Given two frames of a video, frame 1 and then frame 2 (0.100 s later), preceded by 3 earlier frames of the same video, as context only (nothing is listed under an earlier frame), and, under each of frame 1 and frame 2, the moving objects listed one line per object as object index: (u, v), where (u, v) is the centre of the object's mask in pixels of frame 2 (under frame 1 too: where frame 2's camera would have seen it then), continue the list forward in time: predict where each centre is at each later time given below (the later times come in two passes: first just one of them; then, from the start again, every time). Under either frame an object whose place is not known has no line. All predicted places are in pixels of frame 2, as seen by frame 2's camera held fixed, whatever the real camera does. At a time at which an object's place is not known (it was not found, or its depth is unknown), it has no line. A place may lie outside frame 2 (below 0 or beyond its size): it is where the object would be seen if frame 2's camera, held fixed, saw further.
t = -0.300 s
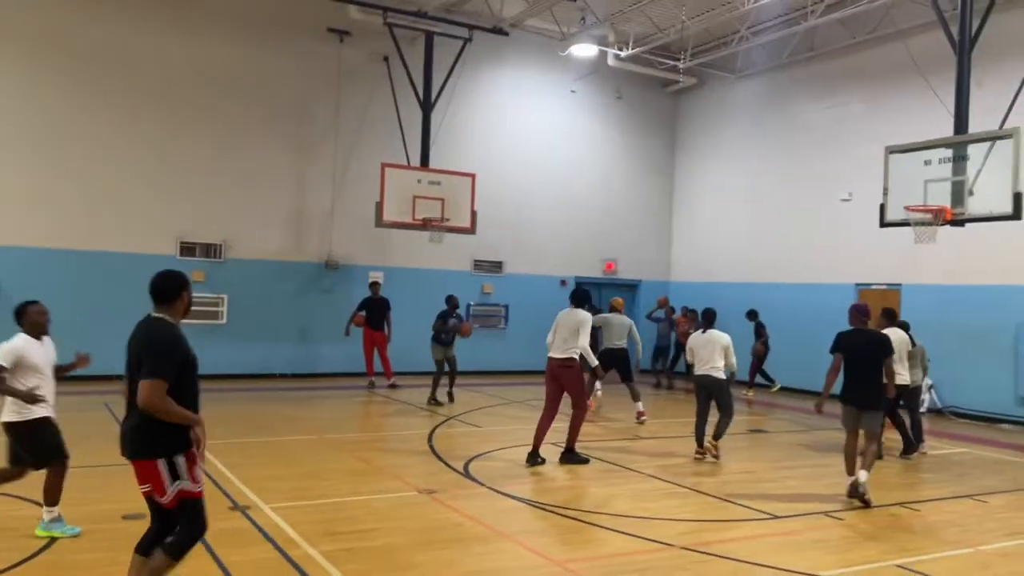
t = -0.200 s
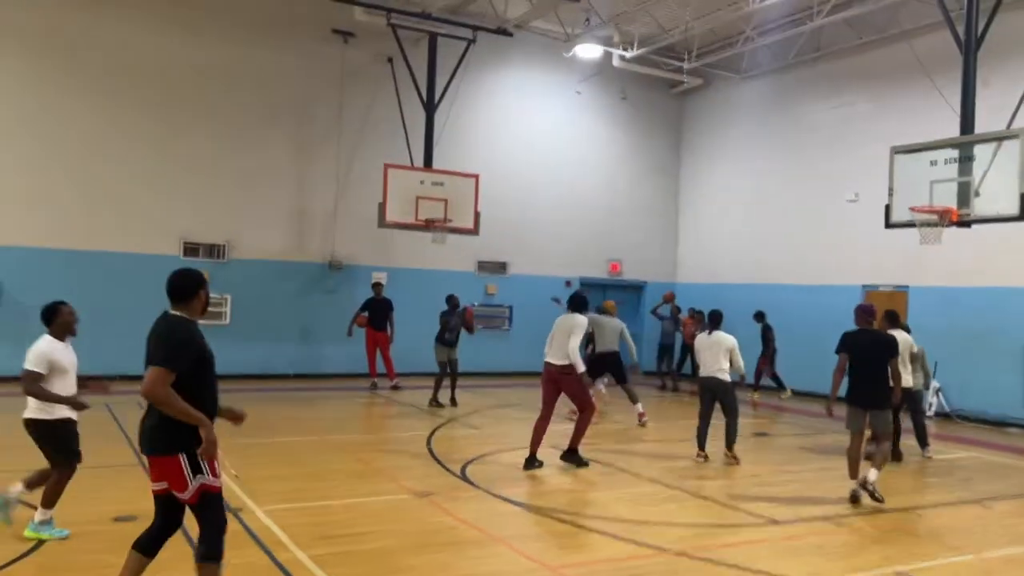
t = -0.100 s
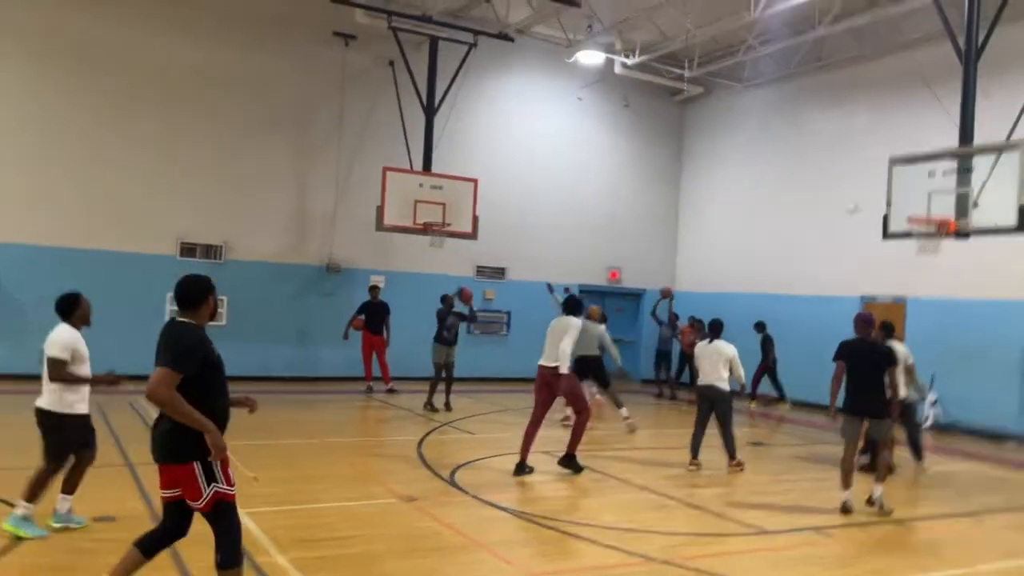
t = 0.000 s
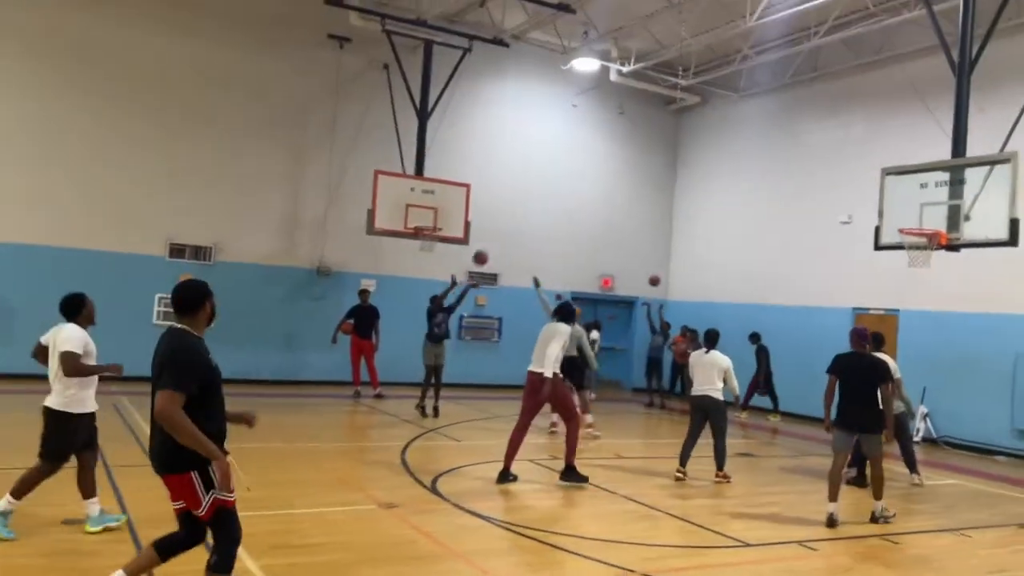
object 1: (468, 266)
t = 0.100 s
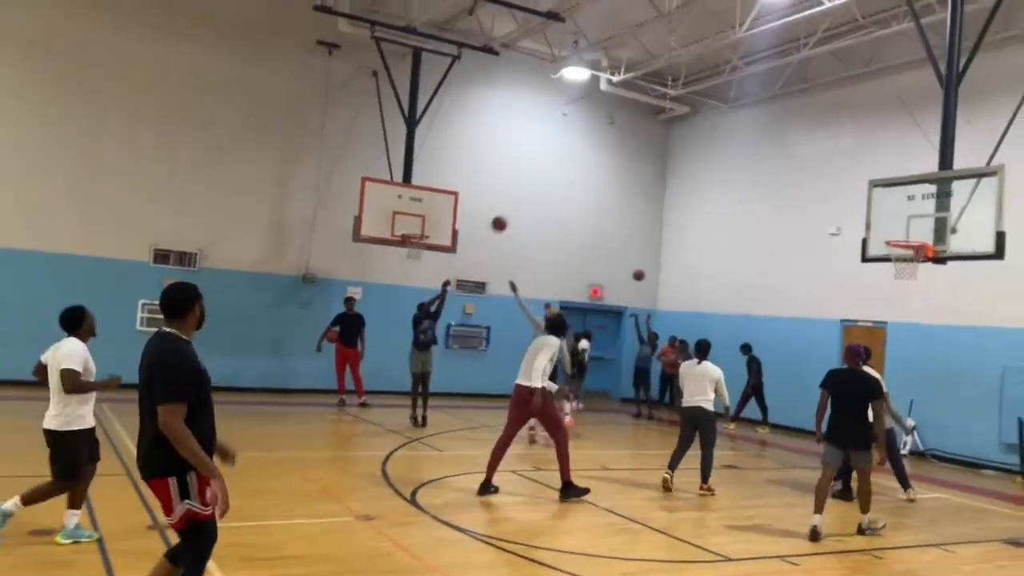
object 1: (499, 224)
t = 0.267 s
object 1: (550, 166)
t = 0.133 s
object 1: (509, 211)
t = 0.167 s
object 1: (519, 199)
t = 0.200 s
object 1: (530, 187)
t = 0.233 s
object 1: (540, 176)
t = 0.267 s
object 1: (550, 166)
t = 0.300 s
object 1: (560, 156)
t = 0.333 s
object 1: (570, 147)
